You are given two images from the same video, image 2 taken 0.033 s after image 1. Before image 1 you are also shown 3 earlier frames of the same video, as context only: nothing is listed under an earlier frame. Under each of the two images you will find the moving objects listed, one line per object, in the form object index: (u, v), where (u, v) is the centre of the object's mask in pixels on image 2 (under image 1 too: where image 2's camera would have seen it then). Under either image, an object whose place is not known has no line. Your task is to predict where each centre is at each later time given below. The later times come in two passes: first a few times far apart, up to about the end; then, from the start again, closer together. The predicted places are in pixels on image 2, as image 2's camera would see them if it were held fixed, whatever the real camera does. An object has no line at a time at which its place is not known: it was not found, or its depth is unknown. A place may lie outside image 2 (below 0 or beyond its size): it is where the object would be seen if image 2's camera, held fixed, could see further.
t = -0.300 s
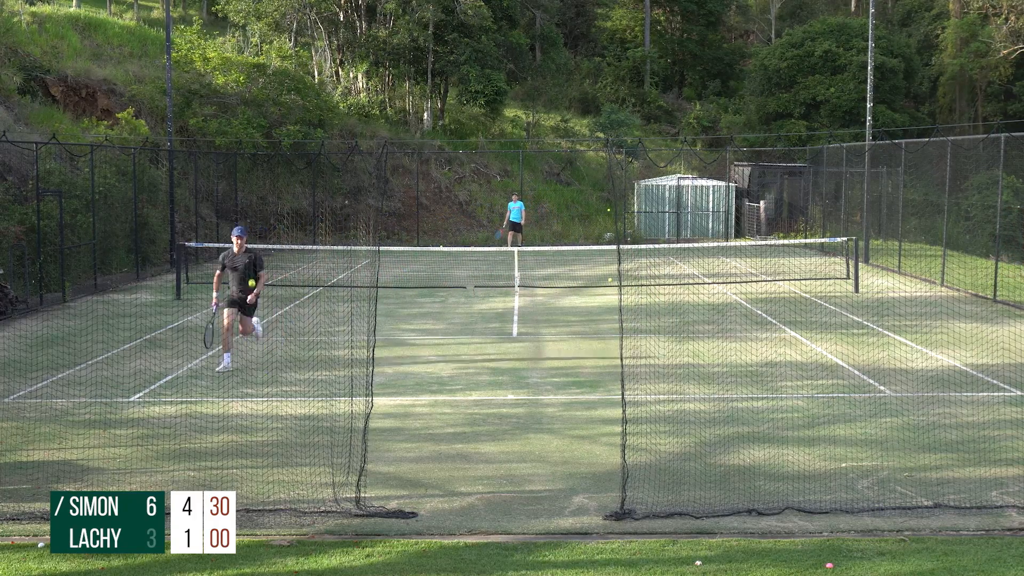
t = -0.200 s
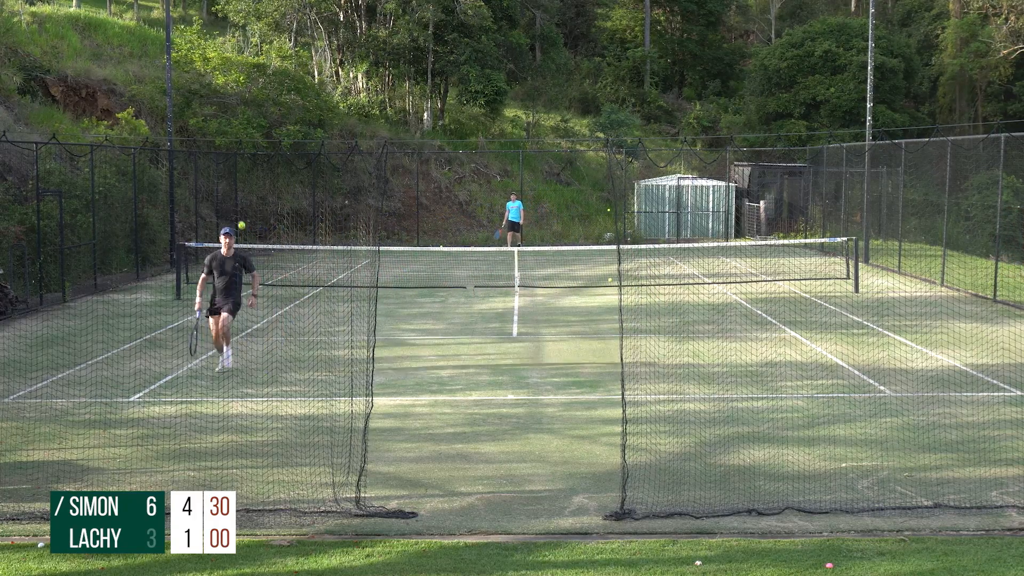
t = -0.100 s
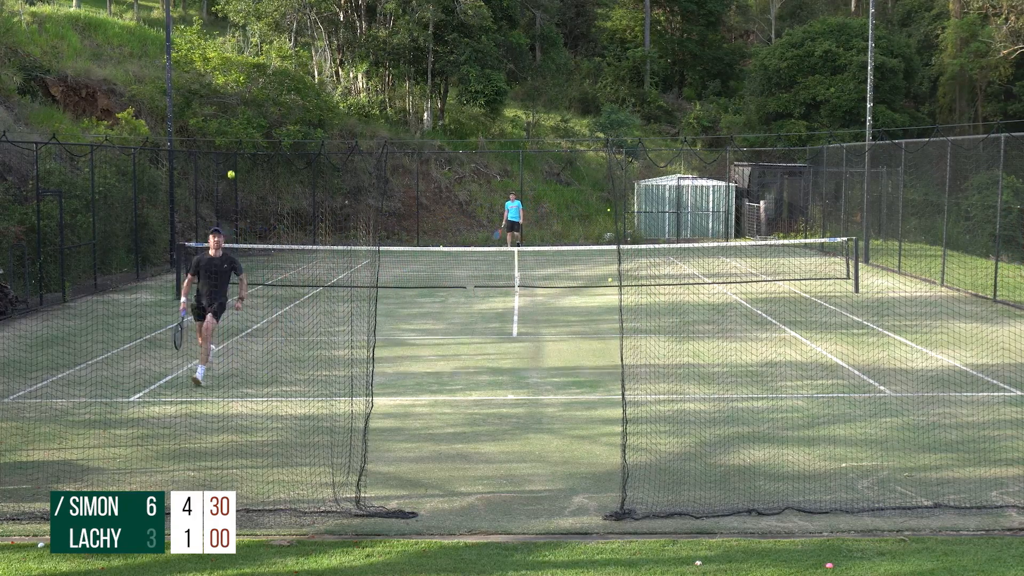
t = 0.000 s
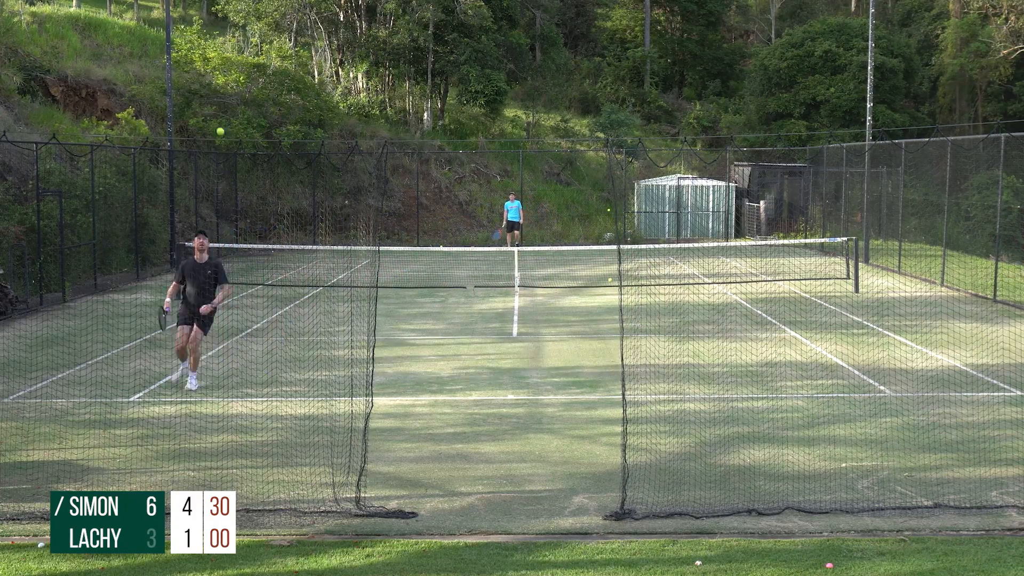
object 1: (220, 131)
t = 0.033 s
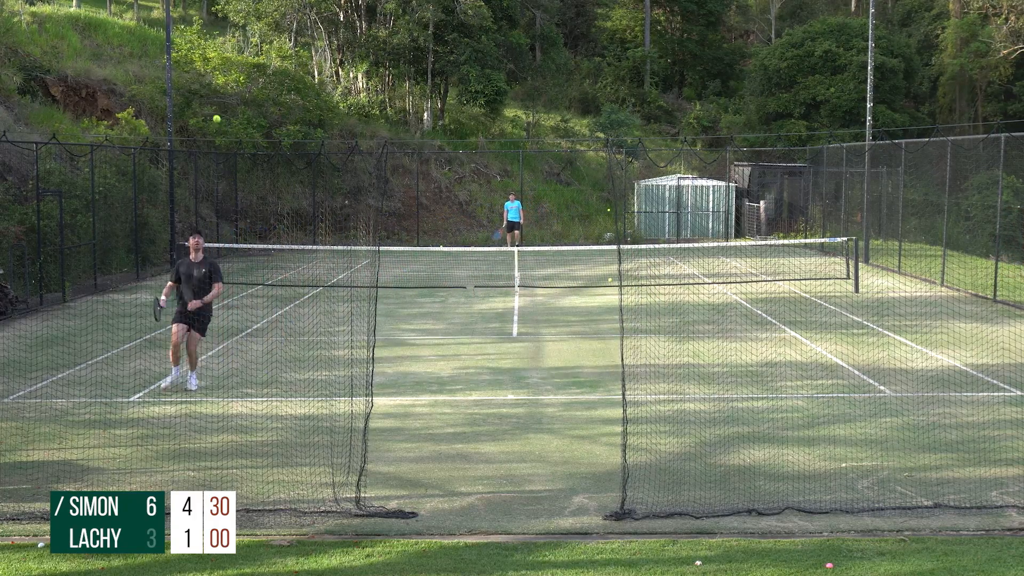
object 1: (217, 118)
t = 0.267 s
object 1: (190, 57)
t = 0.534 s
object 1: (158, 52)
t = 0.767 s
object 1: (129, 114)
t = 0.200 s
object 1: (198, 70)
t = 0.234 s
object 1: (194, 63)
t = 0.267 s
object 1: (190, 57)
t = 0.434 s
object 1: (170, 46)
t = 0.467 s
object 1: (166, 47)
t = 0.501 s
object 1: (162, 49)
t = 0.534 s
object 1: (158, 52)
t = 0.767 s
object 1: (129, 114)
